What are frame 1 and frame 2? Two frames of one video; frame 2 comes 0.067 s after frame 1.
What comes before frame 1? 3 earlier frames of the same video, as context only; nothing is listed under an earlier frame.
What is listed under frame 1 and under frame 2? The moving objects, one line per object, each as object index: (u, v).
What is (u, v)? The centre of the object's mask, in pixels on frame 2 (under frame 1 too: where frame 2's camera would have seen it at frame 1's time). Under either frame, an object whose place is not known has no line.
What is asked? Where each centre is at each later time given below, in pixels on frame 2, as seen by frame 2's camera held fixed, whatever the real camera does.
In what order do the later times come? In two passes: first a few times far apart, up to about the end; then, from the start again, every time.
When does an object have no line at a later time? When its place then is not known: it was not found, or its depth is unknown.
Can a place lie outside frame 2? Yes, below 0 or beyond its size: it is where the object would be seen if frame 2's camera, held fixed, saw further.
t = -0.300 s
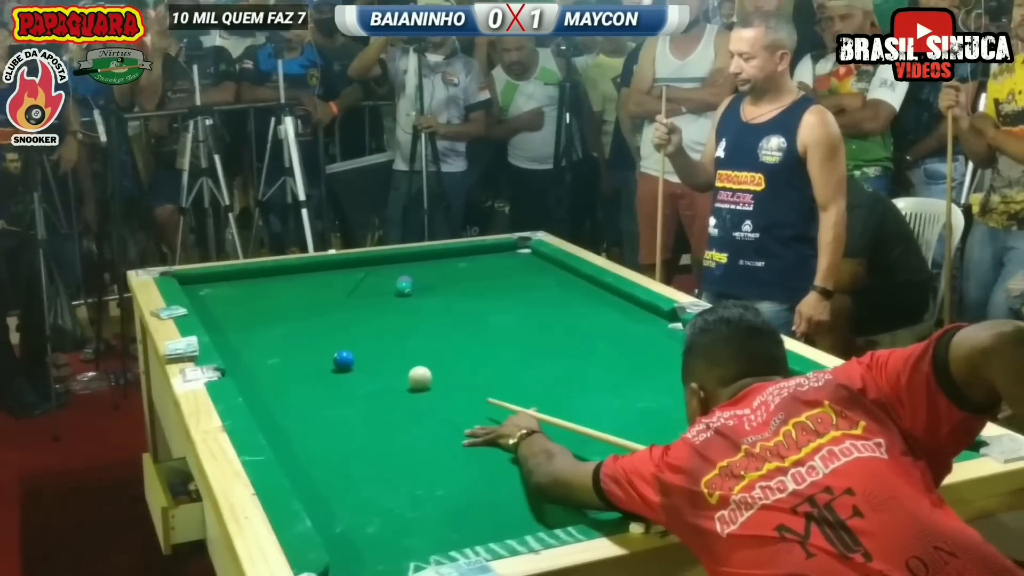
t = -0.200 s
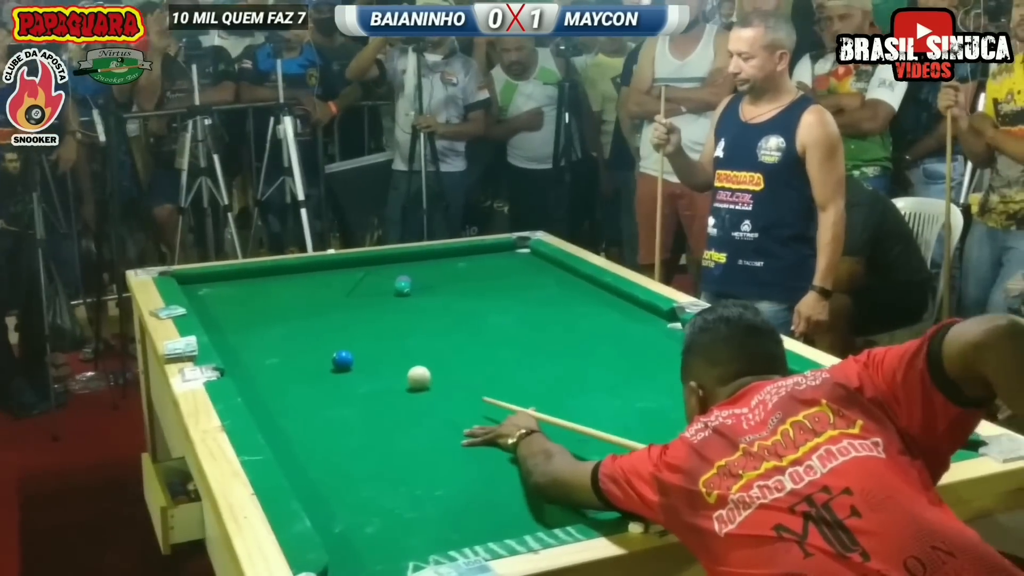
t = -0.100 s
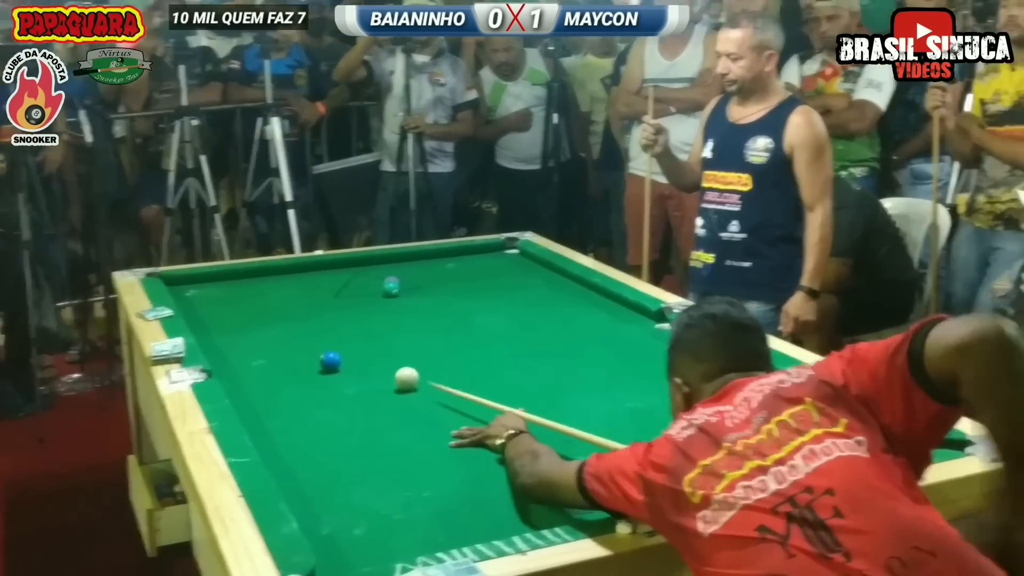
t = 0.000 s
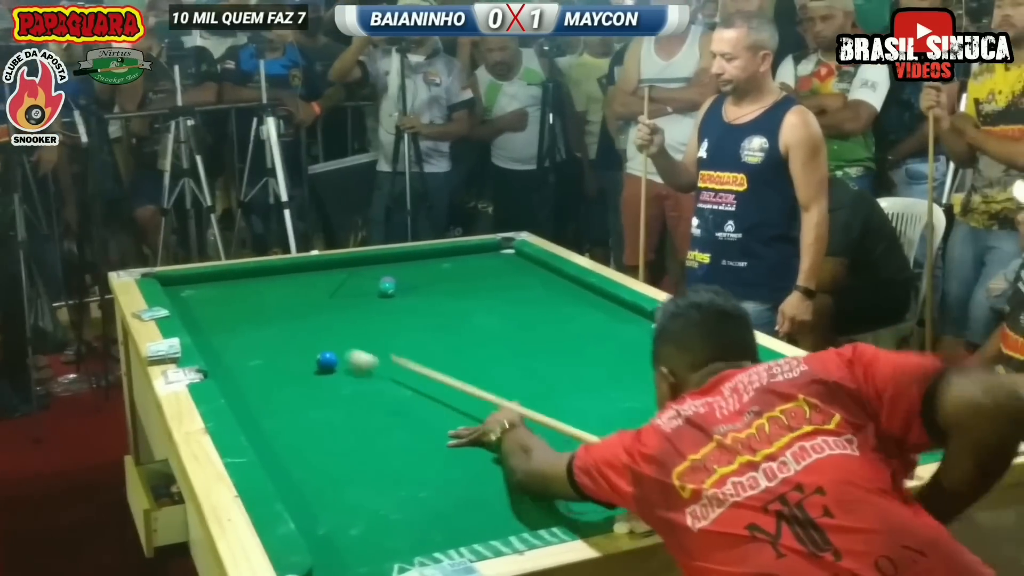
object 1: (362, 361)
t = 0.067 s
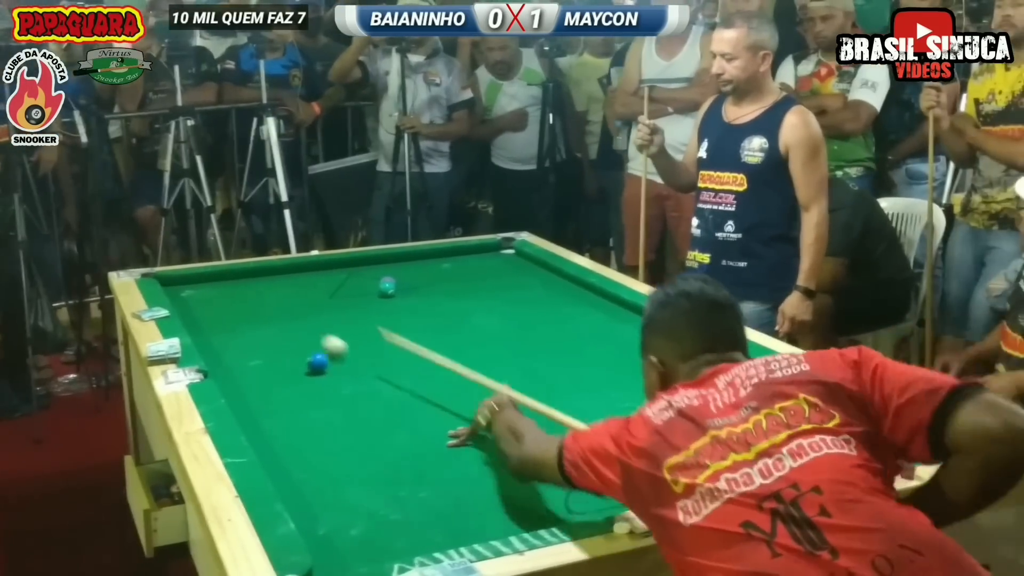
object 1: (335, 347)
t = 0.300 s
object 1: (267, 304)
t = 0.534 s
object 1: (226, 278)
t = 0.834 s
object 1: (280, 304)
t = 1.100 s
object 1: (332, 327)
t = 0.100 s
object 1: (323, 341)
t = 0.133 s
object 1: (312, 335)
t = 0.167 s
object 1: (302, 328)
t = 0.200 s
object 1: (292, 322)
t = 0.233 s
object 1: (283, 317)
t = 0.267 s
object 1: (275, 310)
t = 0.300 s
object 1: (267, 304)
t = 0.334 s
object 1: (258, 299)
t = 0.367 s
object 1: (250, 294)
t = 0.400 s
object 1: (242, 289)
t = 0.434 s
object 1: (235, 284)
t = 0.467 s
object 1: (227, 280)
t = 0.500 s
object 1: (222, 276)
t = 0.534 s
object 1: (226, 278)
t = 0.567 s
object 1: (232, 281)
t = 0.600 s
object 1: (239, 284)
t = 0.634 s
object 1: (245, 287)
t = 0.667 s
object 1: (251, 290)
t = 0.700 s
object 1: (257, 292)
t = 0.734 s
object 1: (262, 295)
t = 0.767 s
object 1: (268, 298)
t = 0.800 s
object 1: (274, 301)
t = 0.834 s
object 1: (280, 304)
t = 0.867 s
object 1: (286, 306)
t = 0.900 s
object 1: (293, 309)
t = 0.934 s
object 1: (299, 312)
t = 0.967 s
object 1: (306, 315)
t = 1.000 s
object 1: (312, 318)
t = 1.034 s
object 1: (318, 321)
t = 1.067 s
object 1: (325, 325)
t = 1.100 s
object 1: (332, 327)
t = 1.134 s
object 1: (339, 331)
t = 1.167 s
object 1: (346, 334)
